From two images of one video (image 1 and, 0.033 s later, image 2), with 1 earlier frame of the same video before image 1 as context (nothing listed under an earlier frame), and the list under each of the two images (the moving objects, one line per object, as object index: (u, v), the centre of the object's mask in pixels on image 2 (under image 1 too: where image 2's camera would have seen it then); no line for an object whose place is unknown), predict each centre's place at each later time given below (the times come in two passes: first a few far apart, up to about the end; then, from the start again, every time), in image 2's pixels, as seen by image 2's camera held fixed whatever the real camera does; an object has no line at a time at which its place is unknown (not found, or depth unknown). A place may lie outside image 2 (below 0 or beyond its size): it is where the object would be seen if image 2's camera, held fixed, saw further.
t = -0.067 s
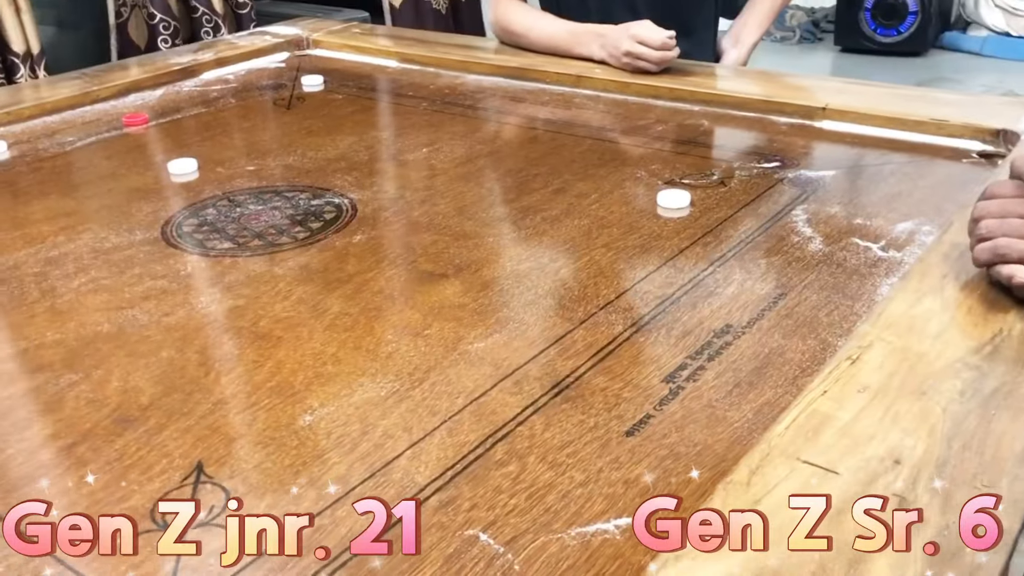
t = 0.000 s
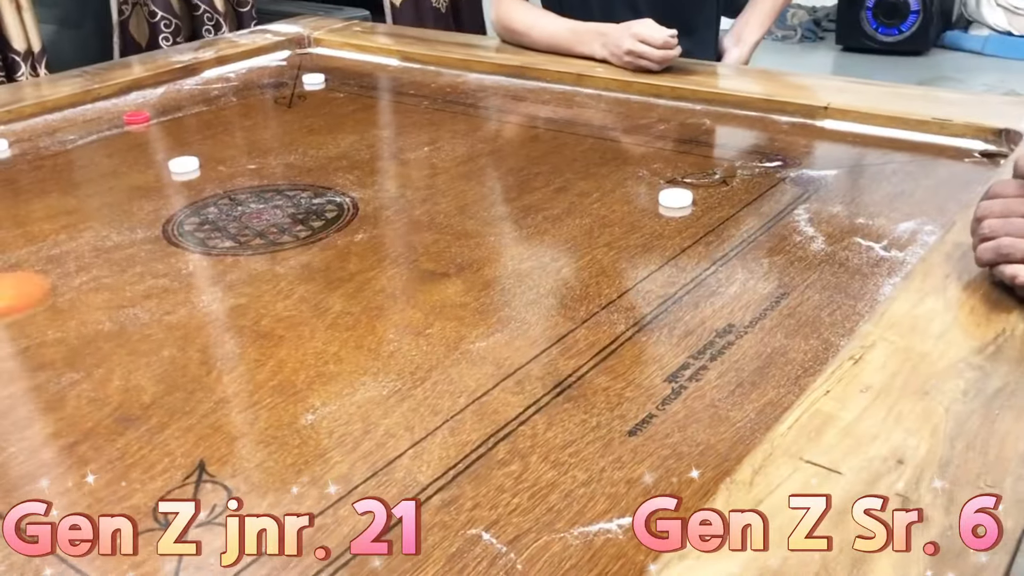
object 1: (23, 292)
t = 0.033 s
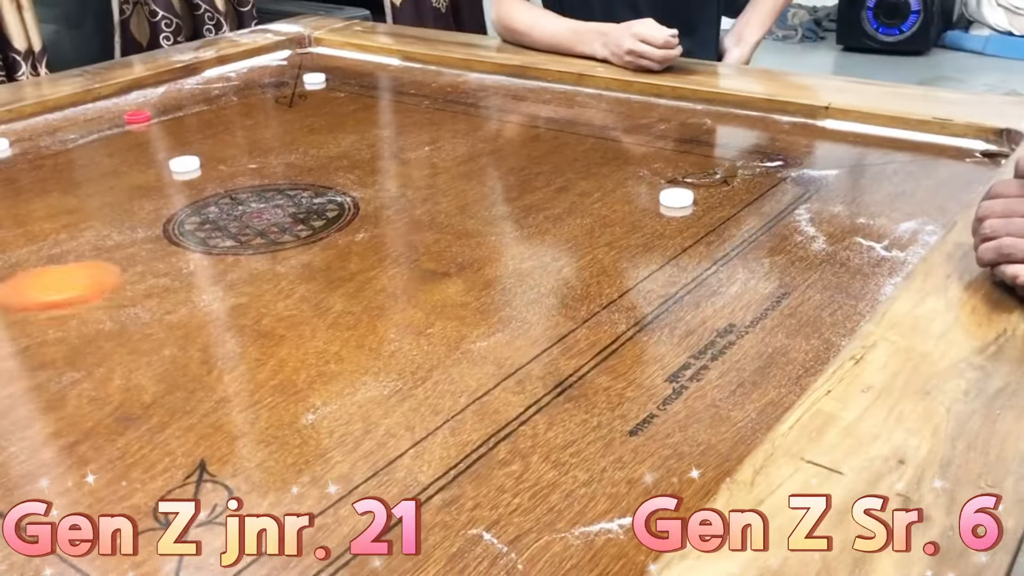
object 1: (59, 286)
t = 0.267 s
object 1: (478, 224)
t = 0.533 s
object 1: (737, 180)
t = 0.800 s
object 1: (863, 157)
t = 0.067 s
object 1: (130, 277)
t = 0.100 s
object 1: (195, 266)
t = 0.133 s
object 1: (260, 256)
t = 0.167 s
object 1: (319, 248)
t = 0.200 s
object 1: (375, 239)
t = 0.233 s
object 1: (428, 232)
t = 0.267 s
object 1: (478, 224)
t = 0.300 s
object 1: (526, 217)
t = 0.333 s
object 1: (572, 210)
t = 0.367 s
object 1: (615, 204)
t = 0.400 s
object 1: (646, 198)
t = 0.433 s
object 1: (671, 194)
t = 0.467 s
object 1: (694, 190)
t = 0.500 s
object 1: (716, 185)
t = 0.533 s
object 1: (737, 180)
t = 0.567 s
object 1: (756, 176)
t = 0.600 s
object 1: (775, 173)
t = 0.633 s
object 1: (792, 170)
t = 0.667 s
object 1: (809, 168)
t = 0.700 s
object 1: (823, 165)
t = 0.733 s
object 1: (837, 162)
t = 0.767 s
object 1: (850, 159)
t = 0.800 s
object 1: (863, 157)
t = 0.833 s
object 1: (873, 155)
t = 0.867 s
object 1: (884, 154)
